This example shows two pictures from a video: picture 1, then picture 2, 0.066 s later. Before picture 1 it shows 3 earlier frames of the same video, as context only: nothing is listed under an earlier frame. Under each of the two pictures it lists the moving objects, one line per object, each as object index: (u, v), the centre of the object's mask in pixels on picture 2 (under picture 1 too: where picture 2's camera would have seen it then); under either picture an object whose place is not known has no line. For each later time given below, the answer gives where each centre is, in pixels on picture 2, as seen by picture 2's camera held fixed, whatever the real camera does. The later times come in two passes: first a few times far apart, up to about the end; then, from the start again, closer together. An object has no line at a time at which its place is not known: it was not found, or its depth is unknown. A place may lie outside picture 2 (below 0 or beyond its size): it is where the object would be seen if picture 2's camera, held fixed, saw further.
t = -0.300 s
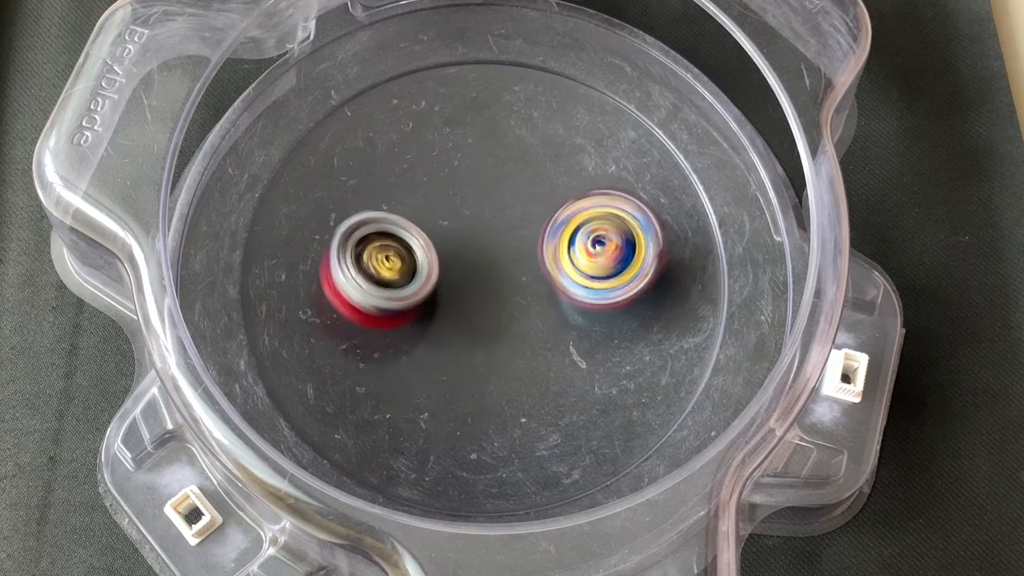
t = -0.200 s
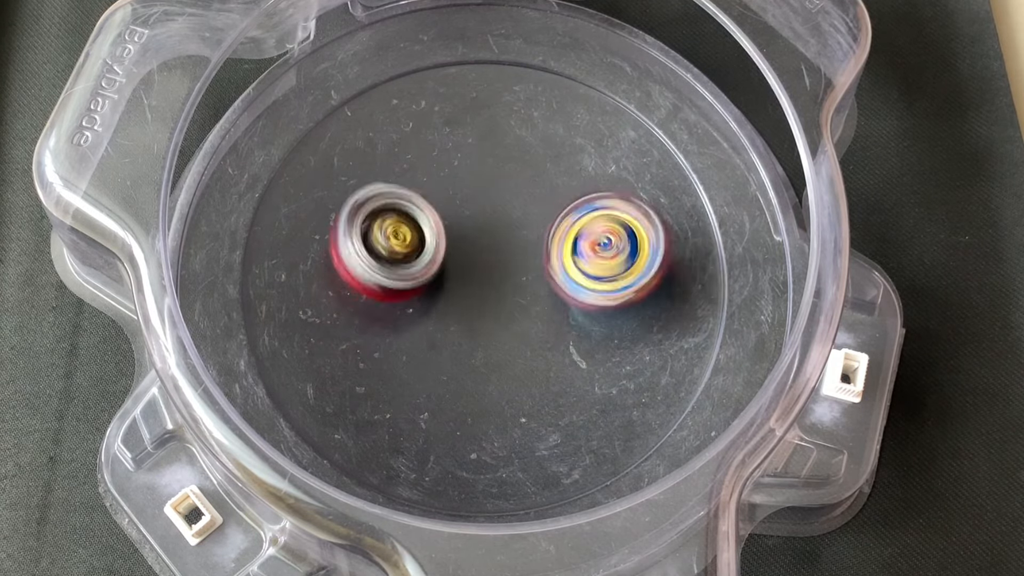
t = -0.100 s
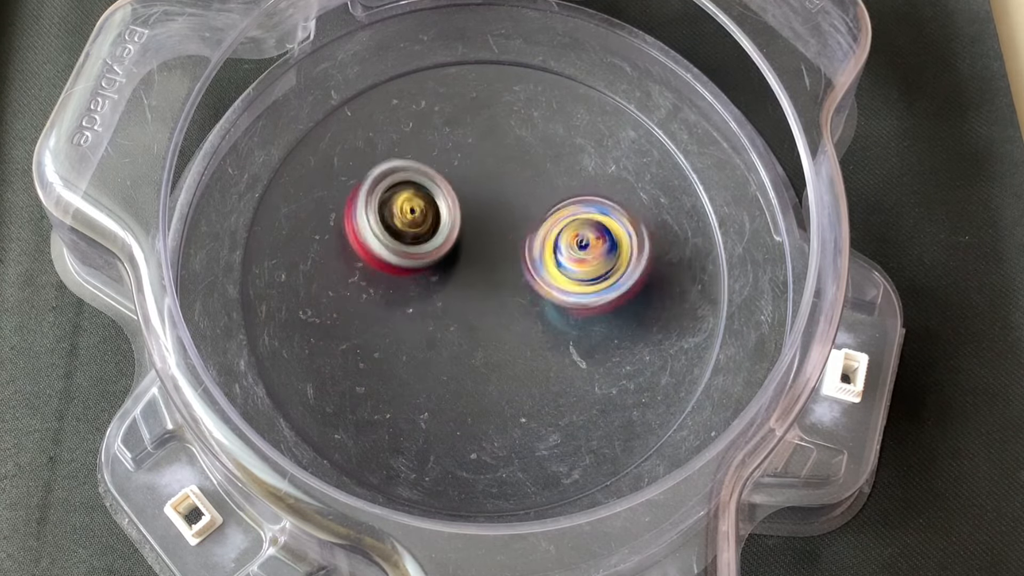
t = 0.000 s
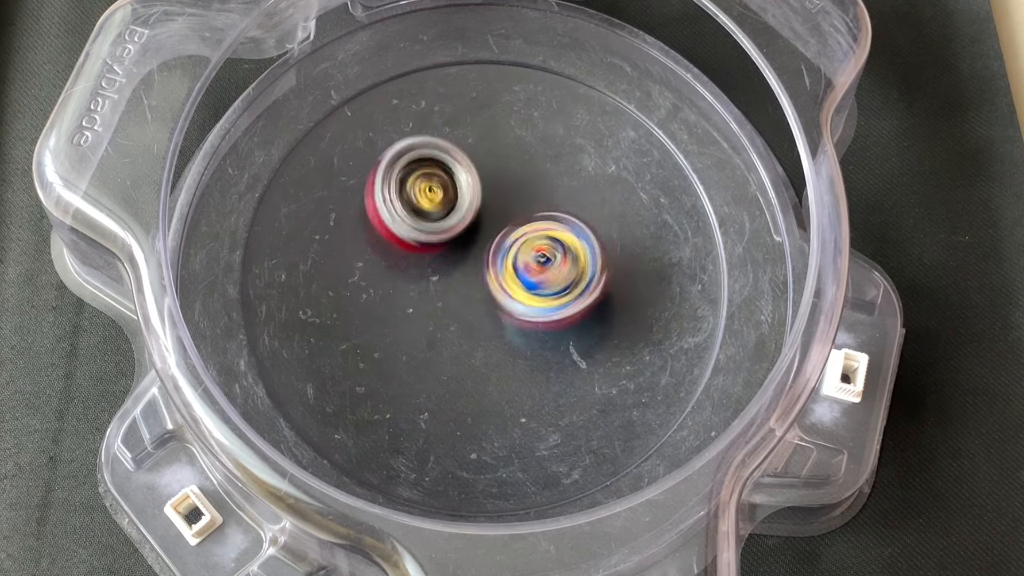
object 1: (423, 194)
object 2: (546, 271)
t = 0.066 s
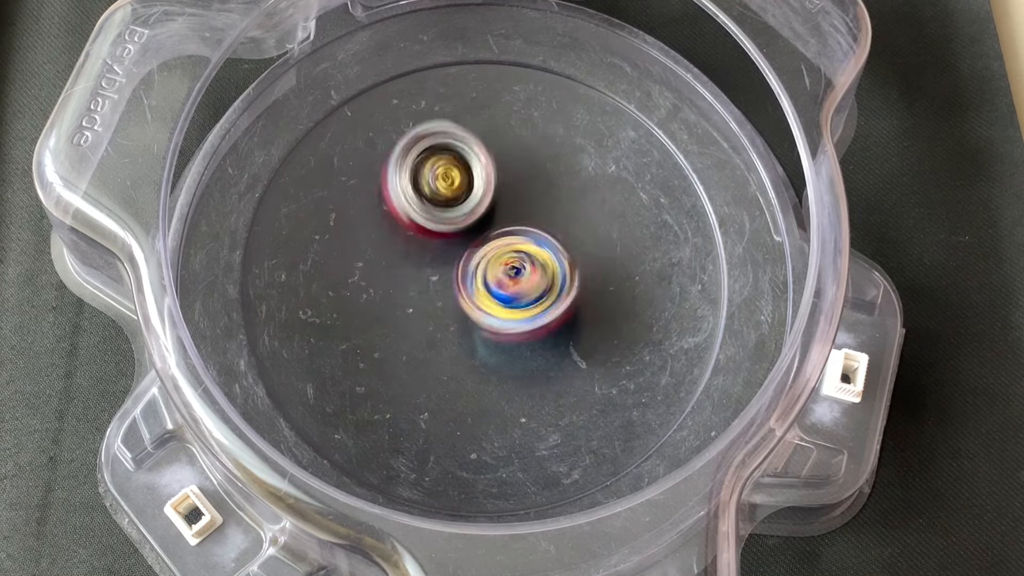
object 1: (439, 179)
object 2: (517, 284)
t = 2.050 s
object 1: (384, 220)
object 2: (483, 302)
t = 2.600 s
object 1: (563, 171)
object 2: (454, 309)
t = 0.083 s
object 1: (443, 178)
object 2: (511, 287)
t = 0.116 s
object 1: (452, 172)
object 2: (496, 292)
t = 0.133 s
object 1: (457, 170)
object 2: (491, 294)
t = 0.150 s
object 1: (461, 167)
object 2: (485, 296)
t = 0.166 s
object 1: (465, 167)
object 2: (476, 299)
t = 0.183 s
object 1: (469, 165)
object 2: (470, 302)
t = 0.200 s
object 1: (473, 166)
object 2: (464, 304)
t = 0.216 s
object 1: (477, 165)
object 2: (456, 305)
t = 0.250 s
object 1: (486, 165)
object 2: (442, 310)
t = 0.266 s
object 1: (490, 163)
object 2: (437, 311)
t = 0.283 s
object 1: (493, 166)
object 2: (429, 313)
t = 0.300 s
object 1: (497, 164)
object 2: (423, 316)
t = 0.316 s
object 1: (502, 167)
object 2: (417, 316)
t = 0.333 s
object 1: (504, 169)
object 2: (412, 316)
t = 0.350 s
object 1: (510, 169)
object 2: (406, 320)
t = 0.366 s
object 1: (513, 173)
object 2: (401, 321)
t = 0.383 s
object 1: (516, 172)
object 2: (397, 320)
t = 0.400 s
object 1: (520, 176)
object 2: (395, 322)
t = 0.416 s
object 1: (522, 177)
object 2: (392, 324)
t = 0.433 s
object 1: (527, 180)
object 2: (390, 323)
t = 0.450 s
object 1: (529, 183)
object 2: (388, 323)
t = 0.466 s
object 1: (533, 184)
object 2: (387, 324)
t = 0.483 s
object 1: (536, 189)
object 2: (387, 322)
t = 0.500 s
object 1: (538, 190)
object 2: (385, 322)
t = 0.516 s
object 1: (543, 195)
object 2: (386, 320)
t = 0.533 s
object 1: (544, 198)
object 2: (389, 319)
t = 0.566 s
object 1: (550, 207)
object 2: (390, 316)
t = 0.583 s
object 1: (553, 209)
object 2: (395, 313)
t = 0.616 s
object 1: (559, 219)
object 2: (400, 307)
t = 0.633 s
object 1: (562, 224)
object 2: (405, 302)
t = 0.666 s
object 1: (567, 233)
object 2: (412, 293)
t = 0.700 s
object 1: (573, 244)
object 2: (421, 281)
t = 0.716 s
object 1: (576, 251)
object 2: (424, 277)
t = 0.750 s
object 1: (579, 261)
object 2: (432, 263)
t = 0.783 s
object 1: (583, 272)
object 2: (441, 252)
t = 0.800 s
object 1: (585, 278)
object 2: (444, 246)
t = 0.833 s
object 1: (588, 289)
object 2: (451, 235)
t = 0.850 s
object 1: (589, 296)
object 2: (455, 229)
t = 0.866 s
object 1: (590, 300)
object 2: (459, 225)
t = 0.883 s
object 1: (590, 305)
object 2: (463, 221)
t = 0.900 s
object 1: (589, 310)
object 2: (466, 215)
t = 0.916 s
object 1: (589, 314)
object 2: (470, 210)
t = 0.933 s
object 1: (588, 320)
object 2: (473, 205)
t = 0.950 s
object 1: (587, 323)
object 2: (477, 200)
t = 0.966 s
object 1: (585, 328)
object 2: (481, 195)
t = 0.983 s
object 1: (583, 331)
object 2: (485, 190)
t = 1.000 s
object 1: (581, 334)
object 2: (489, 186)
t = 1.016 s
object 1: (578, 339)
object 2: (491, 182)
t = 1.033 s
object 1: (575, 341)
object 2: (494, 178)
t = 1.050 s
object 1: (571, 344)
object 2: (497, 174)
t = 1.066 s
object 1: (567, 347)
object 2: (499, 172)
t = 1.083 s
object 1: (563, 349)
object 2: (500, 170)
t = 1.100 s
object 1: (558, 353)
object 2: (501, 168)
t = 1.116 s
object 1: (555, 354)
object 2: (504, 167)
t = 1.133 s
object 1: (550, 356)
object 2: (504, 167)
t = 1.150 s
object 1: (546, 359)
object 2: (505, 167)
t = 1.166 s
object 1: (541, 360)
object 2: (506, 168)
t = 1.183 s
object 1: (536, 363)
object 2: (506, 168)
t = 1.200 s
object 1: (531, 364)
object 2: (508, 170)
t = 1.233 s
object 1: (521, 368)
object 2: (508, 174)
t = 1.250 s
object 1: (516, 368)
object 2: (508, 177)
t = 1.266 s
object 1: (512, 371)
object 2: (510, 182)
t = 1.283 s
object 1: (508, 370)
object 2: (509, 186)
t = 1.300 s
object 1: (503, 370)
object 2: (511, 191)
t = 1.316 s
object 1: (498, 371)
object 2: (512, 197)
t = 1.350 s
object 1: (488, 370)
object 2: (515, 209)
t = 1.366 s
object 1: (483, 368)
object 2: (518, 215)
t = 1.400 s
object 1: (472, 367)
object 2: (520, 228)
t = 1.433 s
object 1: (462, 364)
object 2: (524, 238)
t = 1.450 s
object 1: (457, 362)
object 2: (526, 245)
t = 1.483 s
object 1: (446, 357)
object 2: (529, 257)
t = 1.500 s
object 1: (441, 354)
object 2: (530, 263)
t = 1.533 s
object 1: (430, 348)
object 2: (534, 275)
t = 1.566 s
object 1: (419, 342)
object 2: (537, 286)
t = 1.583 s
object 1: (415, 338)
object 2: (539, 291)
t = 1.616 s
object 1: (405, 330)
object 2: (541, 302)
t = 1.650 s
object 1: (395, 322)
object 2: (543, 309)
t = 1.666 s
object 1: (391, 317)
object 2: (544, 312)
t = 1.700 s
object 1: (383, 308)
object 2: (543, 320)
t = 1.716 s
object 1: (380, 303)
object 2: (542, 321)
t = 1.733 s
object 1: (376, 299)
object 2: (544, 322)
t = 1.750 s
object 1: (373, 293)
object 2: (544, 325)
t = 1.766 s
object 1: (370, 288)
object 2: (543, 328)
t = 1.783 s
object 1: (367, 283)
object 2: (539, 327)
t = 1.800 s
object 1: (366, 278)
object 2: (538, 325)
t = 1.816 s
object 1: (365, 274)
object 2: (539, 327)
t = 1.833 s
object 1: (364, 270)
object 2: (537, 328)
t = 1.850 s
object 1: (364, 266)
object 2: (532, 329)
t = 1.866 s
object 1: (364, 263)
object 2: (529, 327)
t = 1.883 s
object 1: (365, 258)
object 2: (528, 325)
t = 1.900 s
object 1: (365, 253)
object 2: (526, 325)
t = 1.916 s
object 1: (366, 249)
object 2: (525, 324)
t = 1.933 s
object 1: (368, 245)
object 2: (518, 324)
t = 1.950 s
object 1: (369, 240)
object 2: (513, 322)
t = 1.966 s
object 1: (371, 237)
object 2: (510, 317)
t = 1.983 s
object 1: (373, 234)
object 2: (505, 316)
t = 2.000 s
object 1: (376, 231)
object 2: (501, 315)
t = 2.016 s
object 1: (378, 227)
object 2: (493, 311)
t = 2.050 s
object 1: (384, 220)
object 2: (483, 302)
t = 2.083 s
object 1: (391, 213)
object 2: (474, 298)
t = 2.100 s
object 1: (394, 210)
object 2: (467, 293)
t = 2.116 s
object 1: (398, 206)
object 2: (460, 290)
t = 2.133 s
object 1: (402, 201)
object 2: (455, 288)
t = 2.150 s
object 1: (407, 196)
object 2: (448, 288)
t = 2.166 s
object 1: (412, 192)
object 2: (443, 290)
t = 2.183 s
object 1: (417, 187)
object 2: (440, 292)
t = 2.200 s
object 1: (422, 184)
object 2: (437, 299)
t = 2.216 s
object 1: (427, 179)
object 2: (436, 299)
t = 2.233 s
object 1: (433, 175)
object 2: (434, 304)
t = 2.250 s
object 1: (438, 173)
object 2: (435, 304)
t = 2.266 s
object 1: (445, 167)
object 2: (432, 310)
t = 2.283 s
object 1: (451, 166)
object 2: (432, 313)
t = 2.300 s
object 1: (457, 163)
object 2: (429, 317)
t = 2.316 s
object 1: (465, 159)
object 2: (428, 319)
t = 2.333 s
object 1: (471, 158)
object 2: (426, 322)
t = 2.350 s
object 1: (479, 156)
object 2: (428, 324)
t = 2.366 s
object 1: (486, 154)
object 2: (426, 328)
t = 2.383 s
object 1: (493, 154)
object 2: (426, 328)
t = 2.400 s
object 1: (499, 154)
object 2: (427, 328)
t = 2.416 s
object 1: (505, 153)
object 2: (430, 328)
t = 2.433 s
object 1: (510, 154)
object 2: (431, 330)
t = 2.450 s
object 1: (515, 153)
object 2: (432, 330)
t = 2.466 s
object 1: (522, 154)
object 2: (432, 331)
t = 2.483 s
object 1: (526, 156)
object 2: (434, 328)
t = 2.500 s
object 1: (532, 155)
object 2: (437, 327)
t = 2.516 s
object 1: (539, 158)
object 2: (441, 325)
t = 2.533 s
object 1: (543, 162)
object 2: (443, 325)
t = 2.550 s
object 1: (549, 162)
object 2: (445, 320)
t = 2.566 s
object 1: (555, 166)
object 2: (448, 318)
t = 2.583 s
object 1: (558, 169)
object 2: (452, 312)
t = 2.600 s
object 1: (563, 171)
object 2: (454, 309)
